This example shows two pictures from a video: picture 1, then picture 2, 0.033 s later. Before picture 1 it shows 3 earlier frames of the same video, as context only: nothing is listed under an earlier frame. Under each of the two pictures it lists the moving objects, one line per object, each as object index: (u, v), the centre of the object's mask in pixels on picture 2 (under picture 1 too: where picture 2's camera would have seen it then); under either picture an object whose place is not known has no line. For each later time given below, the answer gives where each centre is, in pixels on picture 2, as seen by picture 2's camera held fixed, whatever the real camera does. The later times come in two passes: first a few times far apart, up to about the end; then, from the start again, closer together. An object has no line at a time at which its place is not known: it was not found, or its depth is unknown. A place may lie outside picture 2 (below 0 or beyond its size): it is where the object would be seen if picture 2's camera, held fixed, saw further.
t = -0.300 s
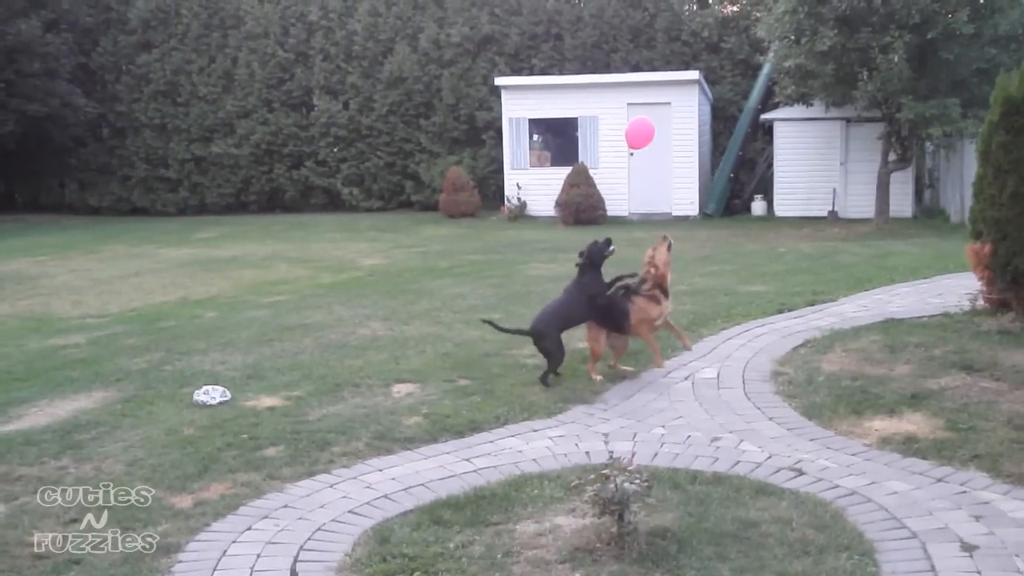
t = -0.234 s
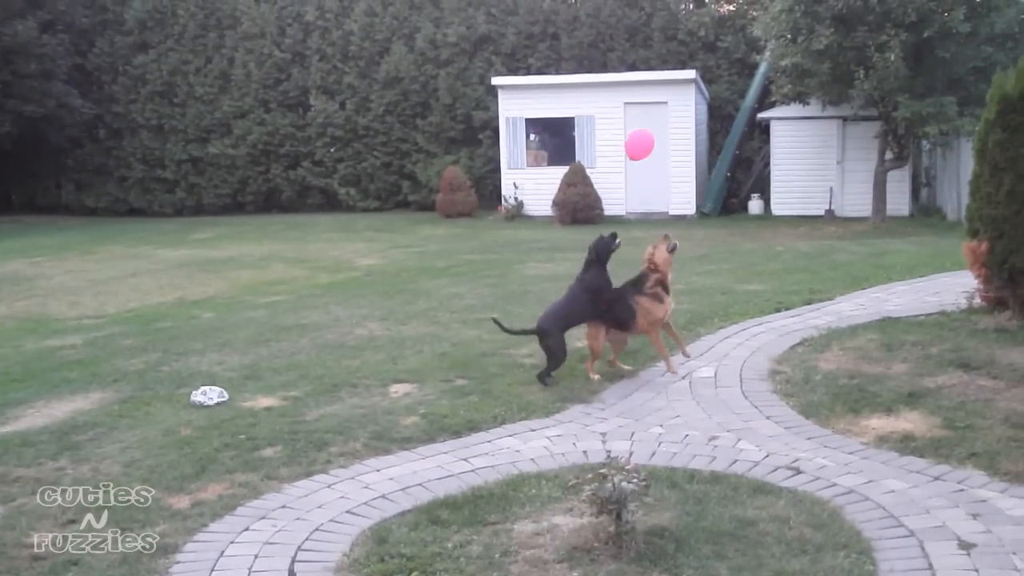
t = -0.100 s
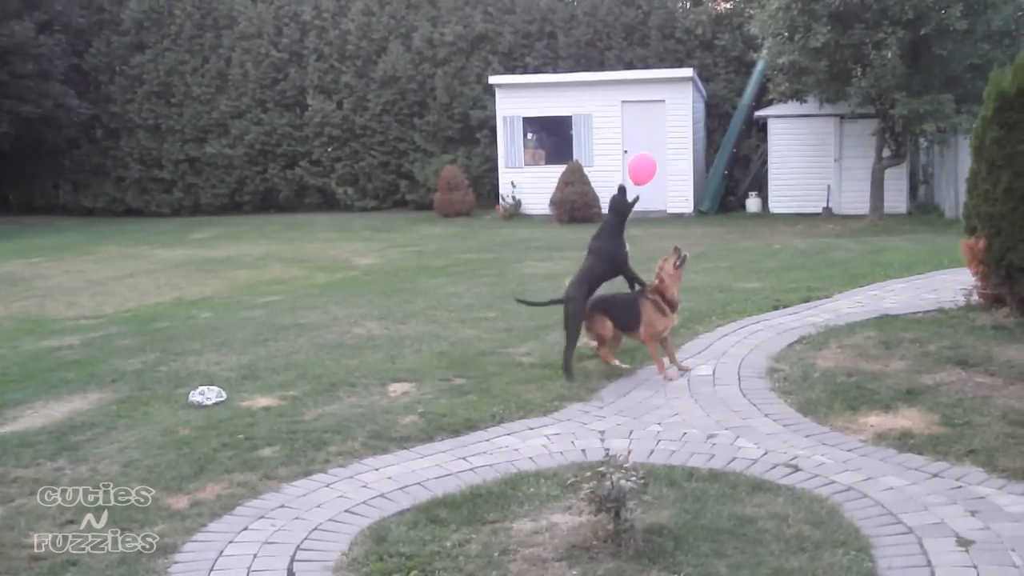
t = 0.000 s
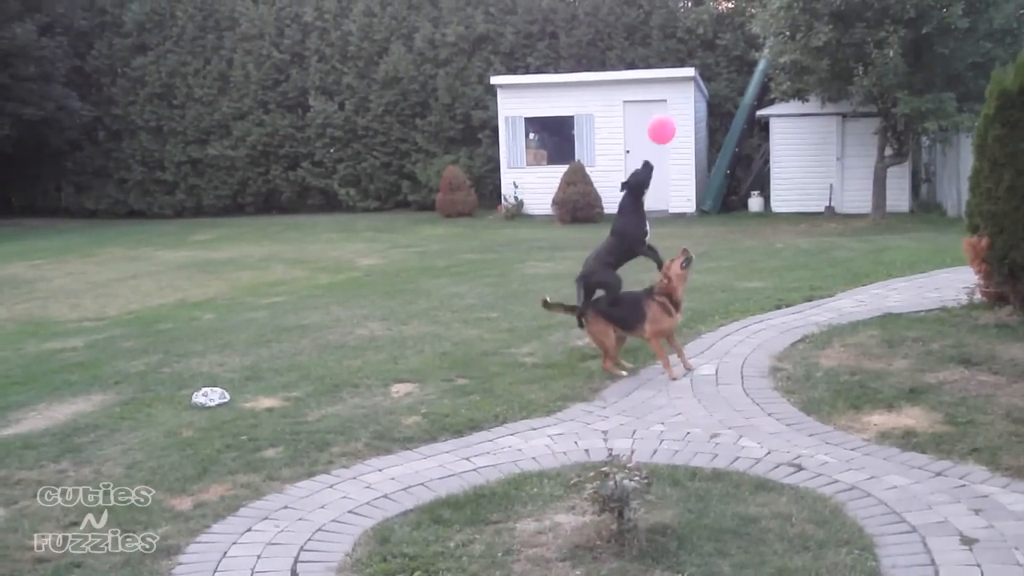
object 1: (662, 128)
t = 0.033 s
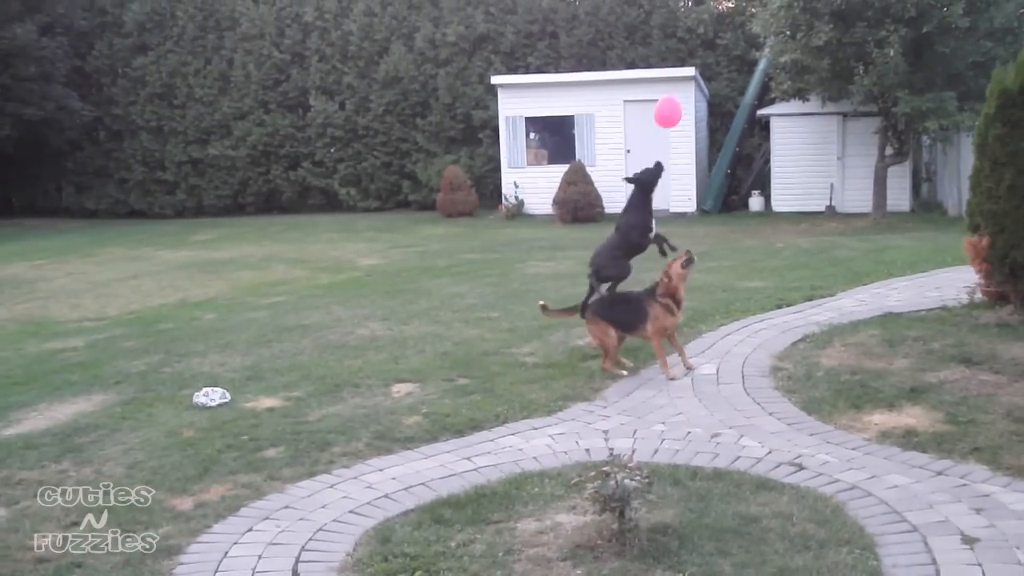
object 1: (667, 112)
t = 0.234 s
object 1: (683, 43)
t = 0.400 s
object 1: (684, 20)
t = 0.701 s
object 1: (684, 14)
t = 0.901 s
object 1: (685, 23)
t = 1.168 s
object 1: (686, 50)
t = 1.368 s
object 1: (690, 80)
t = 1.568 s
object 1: (697, 113)
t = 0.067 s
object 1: (673, 95)
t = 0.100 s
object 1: (676, 81)
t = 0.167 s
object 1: (681, 59)
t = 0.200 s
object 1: (682, 51)
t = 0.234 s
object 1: (683, 43)
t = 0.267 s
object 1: (684, 37)
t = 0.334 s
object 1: (684, 27)
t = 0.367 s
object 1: (684, 23)
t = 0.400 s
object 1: (684, 20)
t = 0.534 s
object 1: (683, 15)
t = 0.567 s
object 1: (683, 14)
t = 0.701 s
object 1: (684, 14)
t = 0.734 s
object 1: (684, 15)
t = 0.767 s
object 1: (684, 16)
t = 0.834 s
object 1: (685, 19)
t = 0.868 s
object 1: (685, 21)
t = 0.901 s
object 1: (685, 23)
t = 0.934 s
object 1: (685, 26)
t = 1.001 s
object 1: (685, 31)
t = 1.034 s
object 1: (686, 33)
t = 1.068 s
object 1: (686, 37)
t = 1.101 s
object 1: (686, 41)
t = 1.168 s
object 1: (686, 50)
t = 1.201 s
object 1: (687, 55)
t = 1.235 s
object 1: (687, 59)
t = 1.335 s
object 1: (689, 75)
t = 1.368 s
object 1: (690, 80)
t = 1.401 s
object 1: (691, 87)
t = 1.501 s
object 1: (694, 103)
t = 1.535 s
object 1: (696, 108)
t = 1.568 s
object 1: (697, 113)
